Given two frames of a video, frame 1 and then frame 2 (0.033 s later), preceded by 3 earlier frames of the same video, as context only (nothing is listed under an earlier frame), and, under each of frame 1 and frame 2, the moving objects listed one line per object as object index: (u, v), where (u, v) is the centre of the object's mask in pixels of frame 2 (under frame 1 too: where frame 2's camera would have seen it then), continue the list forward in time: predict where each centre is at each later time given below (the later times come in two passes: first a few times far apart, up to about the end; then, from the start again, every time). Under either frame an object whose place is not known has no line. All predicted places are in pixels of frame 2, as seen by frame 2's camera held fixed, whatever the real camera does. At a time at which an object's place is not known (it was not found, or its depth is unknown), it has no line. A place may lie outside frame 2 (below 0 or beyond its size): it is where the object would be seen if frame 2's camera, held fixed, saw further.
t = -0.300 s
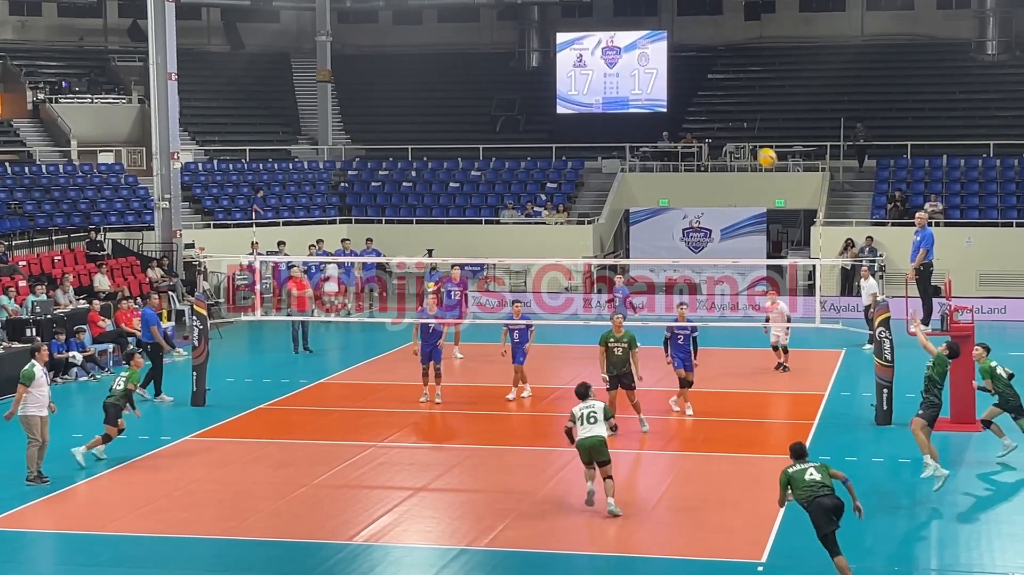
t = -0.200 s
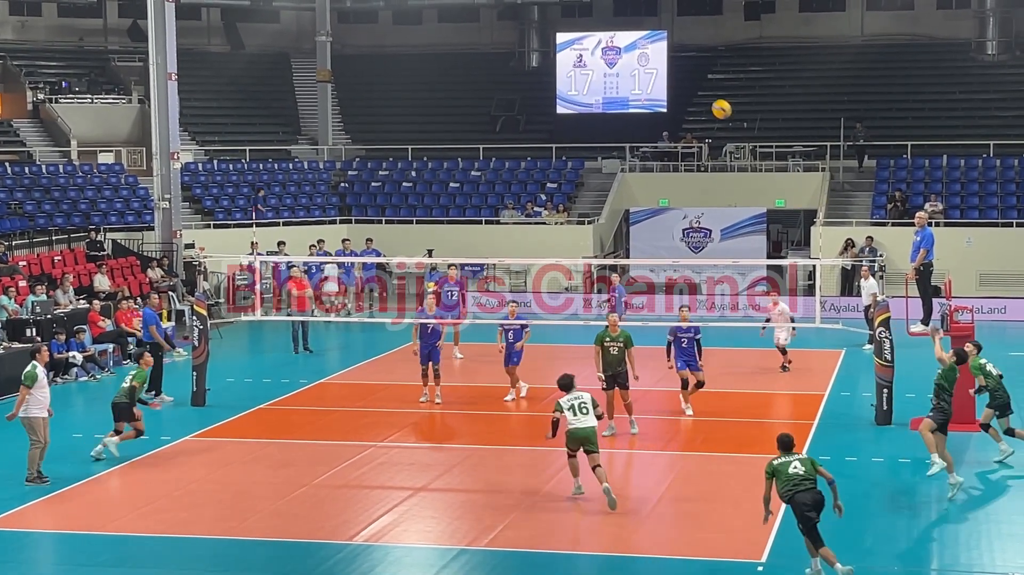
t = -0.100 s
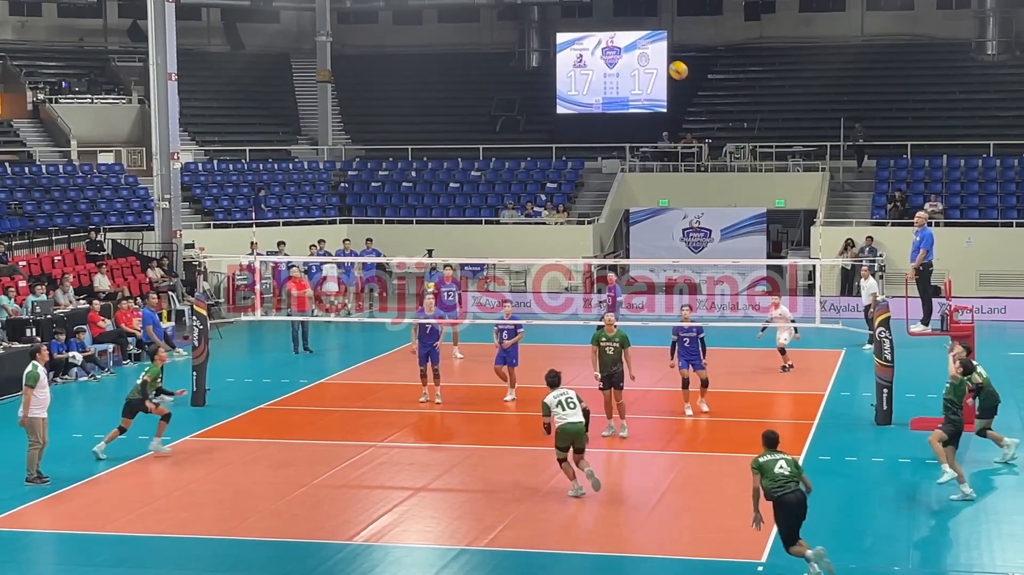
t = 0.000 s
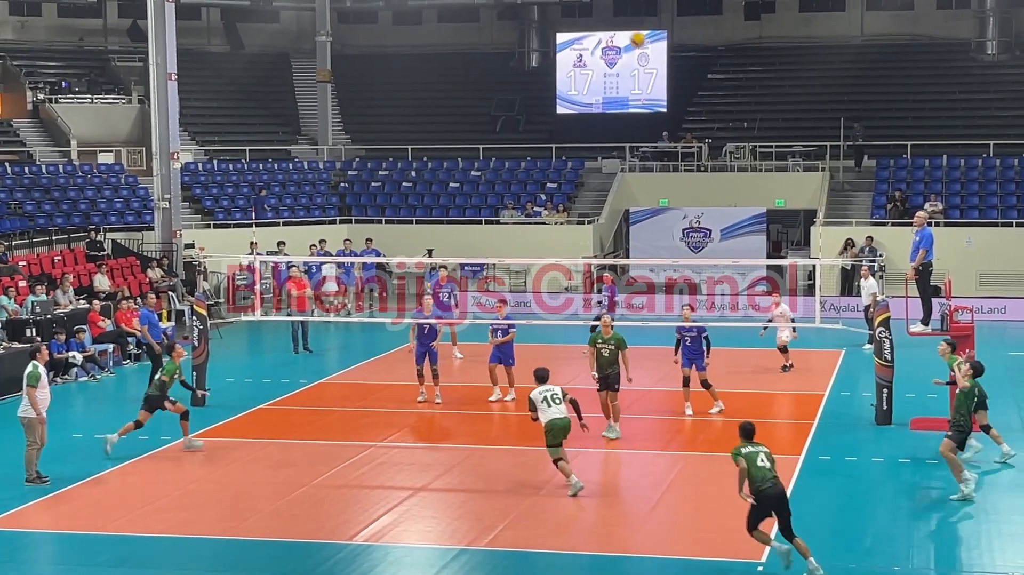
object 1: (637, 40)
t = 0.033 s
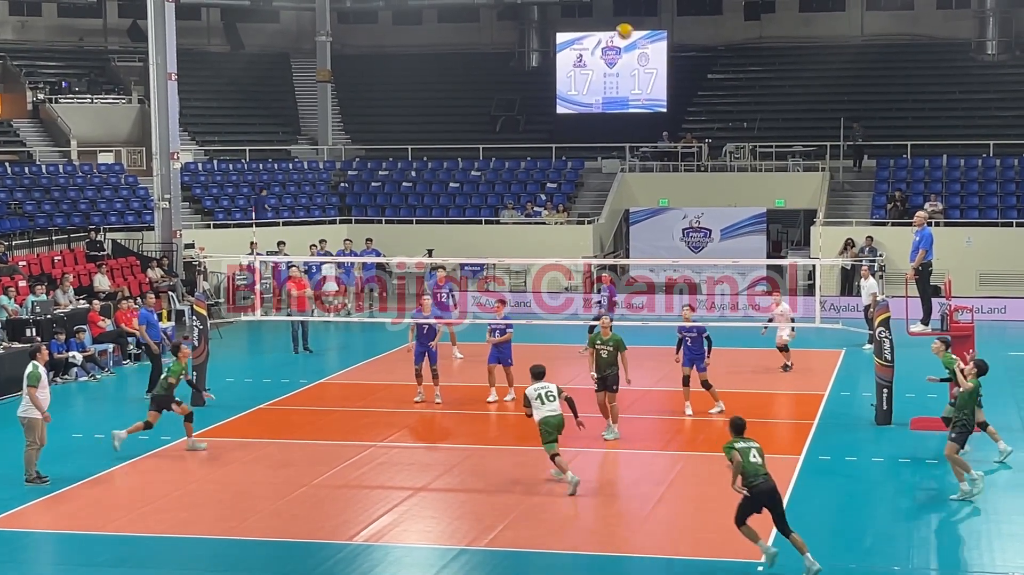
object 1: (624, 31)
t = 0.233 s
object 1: (552, 5)
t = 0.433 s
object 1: (485, 5)
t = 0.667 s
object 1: (416, 38)
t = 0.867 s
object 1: (363, 93)
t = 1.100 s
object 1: (307, 183)
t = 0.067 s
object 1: (612, 24)
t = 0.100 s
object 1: (600, 18)
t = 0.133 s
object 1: (587, 13)
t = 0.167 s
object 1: (575, 8)
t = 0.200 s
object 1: (564, 6)
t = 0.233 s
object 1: (552, 5)
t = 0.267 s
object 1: (541, 4)
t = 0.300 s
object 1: (529, 3)
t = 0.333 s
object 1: (518, 3)
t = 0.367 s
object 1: (507, 4)
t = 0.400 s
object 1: (496, 4)
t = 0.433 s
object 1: (485, 5)
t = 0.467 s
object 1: (475, 6)
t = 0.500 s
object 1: (464, 9)
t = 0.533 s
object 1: (454, 13)
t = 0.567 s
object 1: (445, 18)
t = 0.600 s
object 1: (435, 24)
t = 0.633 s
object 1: (426, 30)
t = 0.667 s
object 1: (416, 38)
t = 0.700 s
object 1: (406, 46)
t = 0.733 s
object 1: (397, 54)
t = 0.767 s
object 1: (389, 63)
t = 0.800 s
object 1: (380, 73)
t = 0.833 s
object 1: (371, 83)
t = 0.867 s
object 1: (363, 93)
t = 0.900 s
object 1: (354, 105)
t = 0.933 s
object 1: (347, 116)
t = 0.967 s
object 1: (338, 129)
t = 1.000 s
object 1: (330, 142)
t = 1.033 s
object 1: (323, 155)
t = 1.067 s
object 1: (315, 169)
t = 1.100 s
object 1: (307, 183)
